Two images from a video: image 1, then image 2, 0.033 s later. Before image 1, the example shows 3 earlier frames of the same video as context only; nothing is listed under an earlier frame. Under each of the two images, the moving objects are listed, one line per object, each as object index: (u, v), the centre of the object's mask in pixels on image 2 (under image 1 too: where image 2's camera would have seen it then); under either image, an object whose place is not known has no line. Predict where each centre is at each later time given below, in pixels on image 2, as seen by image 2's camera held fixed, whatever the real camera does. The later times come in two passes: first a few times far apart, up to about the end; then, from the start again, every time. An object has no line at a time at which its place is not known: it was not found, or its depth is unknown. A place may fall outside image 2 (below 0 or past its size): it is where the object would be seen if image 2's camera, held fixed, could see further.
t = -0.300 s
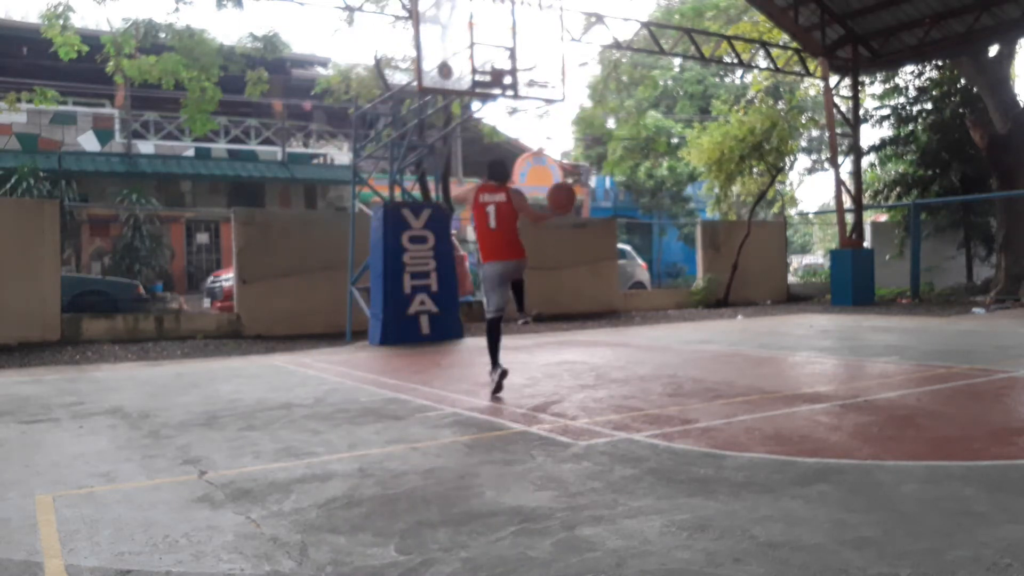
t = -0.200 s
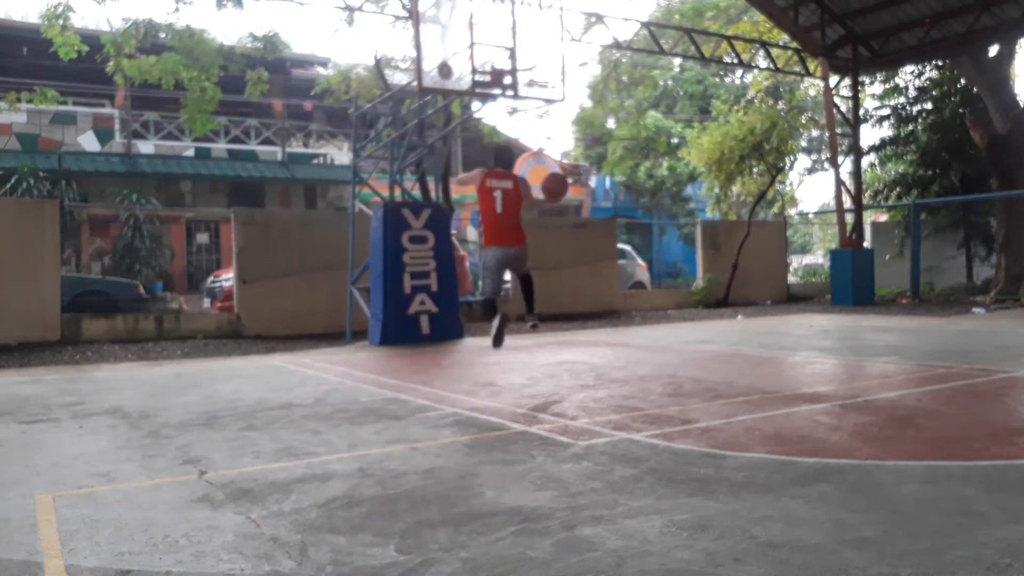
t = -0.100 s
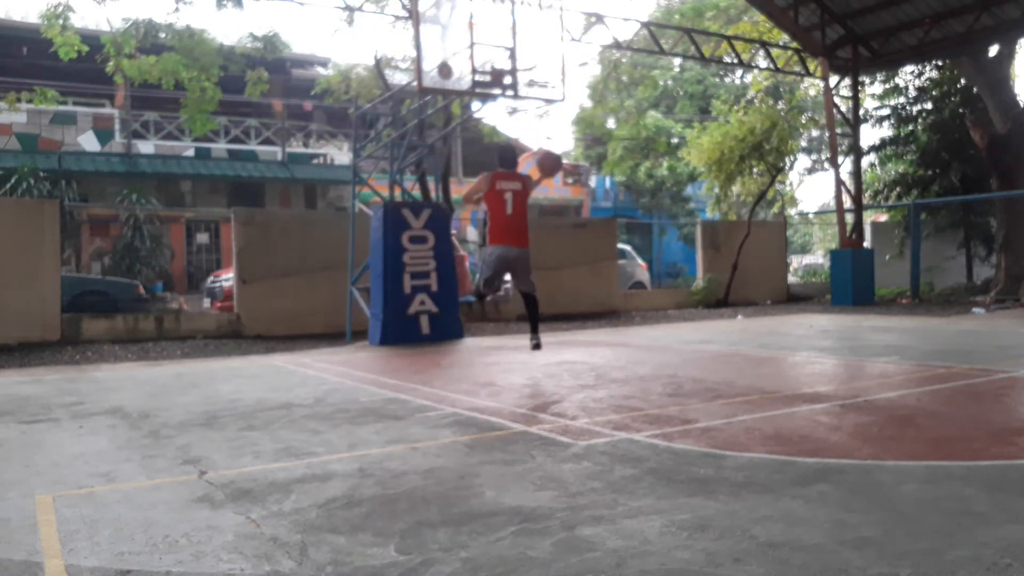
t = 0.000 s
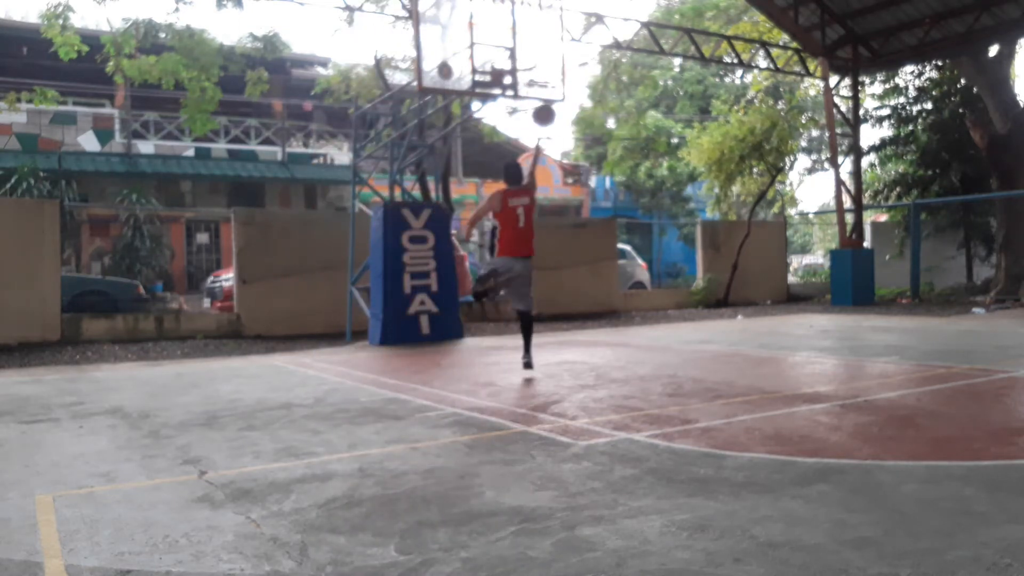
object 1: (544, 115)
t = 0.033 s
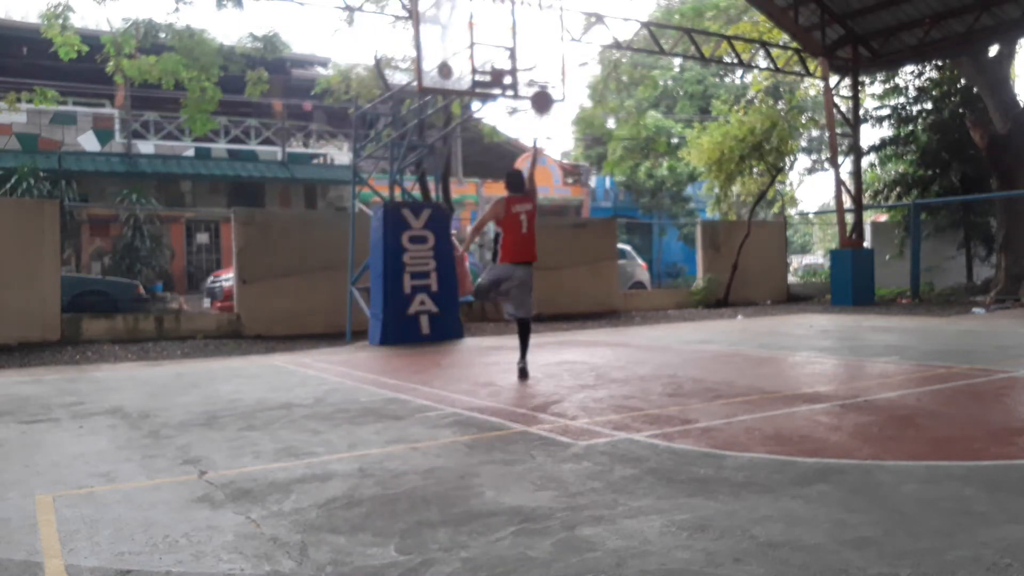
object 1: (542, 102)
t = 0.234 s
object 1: (531, 44)
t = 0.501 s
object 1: (519, 36)
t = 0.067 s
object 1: (539, 88)
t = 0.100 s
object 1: (538, 77)
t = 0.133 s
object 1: (536, 68)
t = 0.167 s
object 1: (534, 59)
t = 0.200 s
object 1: (532, 50)
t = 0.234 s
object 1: (531, 44)
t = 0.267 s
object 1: (528, 38)
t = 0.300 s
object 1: (527, 35)
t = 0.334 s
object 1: (525, 32)
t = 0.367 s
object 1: (524, 31)
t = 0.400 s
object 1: (523, 31)
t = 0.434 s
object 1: (522, 31)
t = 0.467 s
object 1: (521, 33)
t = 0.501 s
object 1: (519, 36)
